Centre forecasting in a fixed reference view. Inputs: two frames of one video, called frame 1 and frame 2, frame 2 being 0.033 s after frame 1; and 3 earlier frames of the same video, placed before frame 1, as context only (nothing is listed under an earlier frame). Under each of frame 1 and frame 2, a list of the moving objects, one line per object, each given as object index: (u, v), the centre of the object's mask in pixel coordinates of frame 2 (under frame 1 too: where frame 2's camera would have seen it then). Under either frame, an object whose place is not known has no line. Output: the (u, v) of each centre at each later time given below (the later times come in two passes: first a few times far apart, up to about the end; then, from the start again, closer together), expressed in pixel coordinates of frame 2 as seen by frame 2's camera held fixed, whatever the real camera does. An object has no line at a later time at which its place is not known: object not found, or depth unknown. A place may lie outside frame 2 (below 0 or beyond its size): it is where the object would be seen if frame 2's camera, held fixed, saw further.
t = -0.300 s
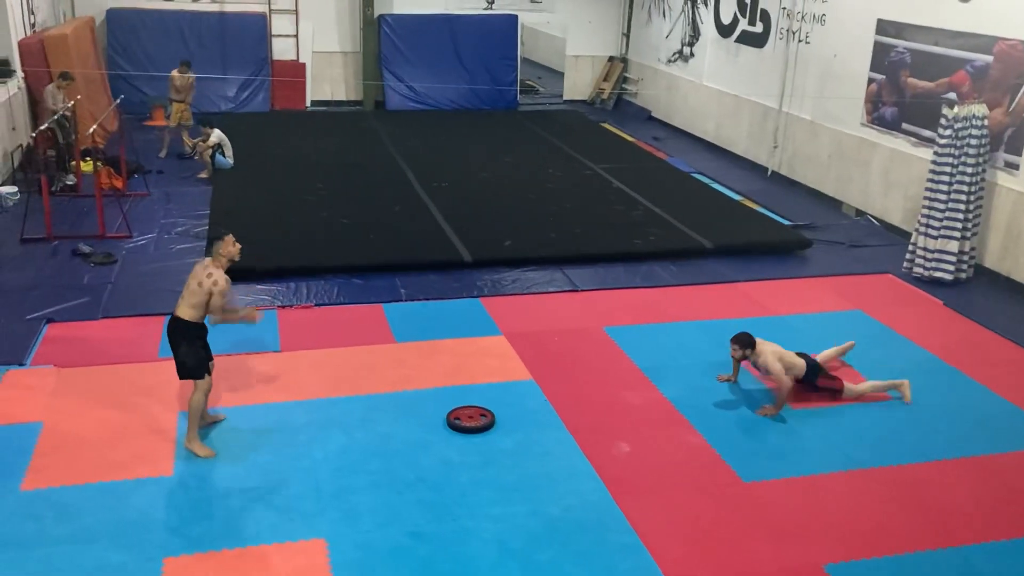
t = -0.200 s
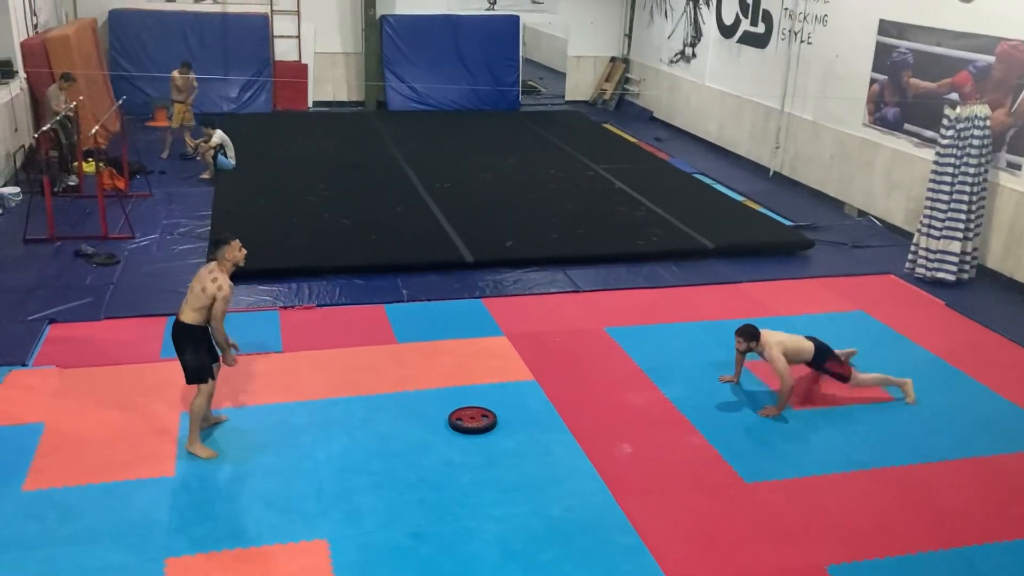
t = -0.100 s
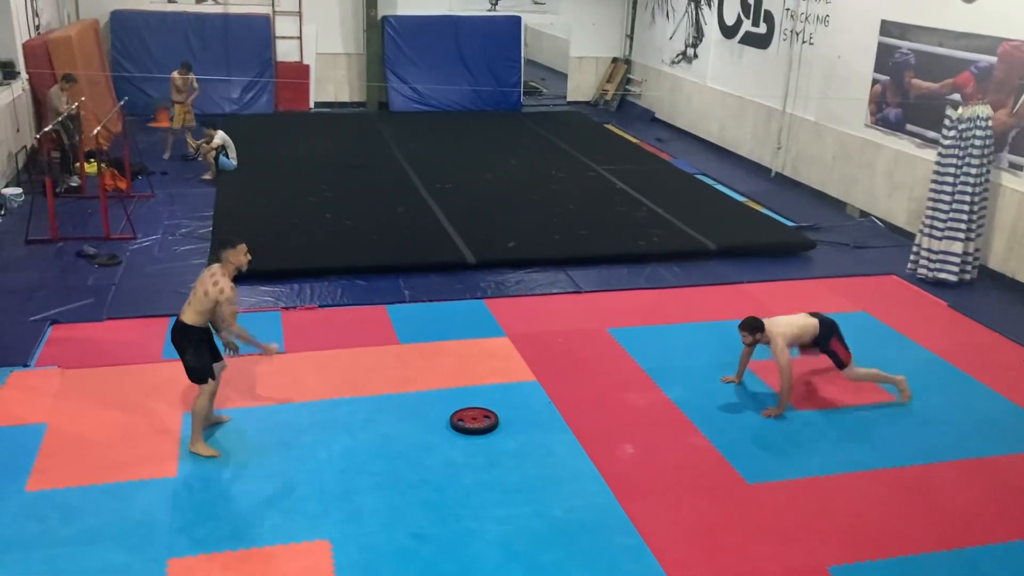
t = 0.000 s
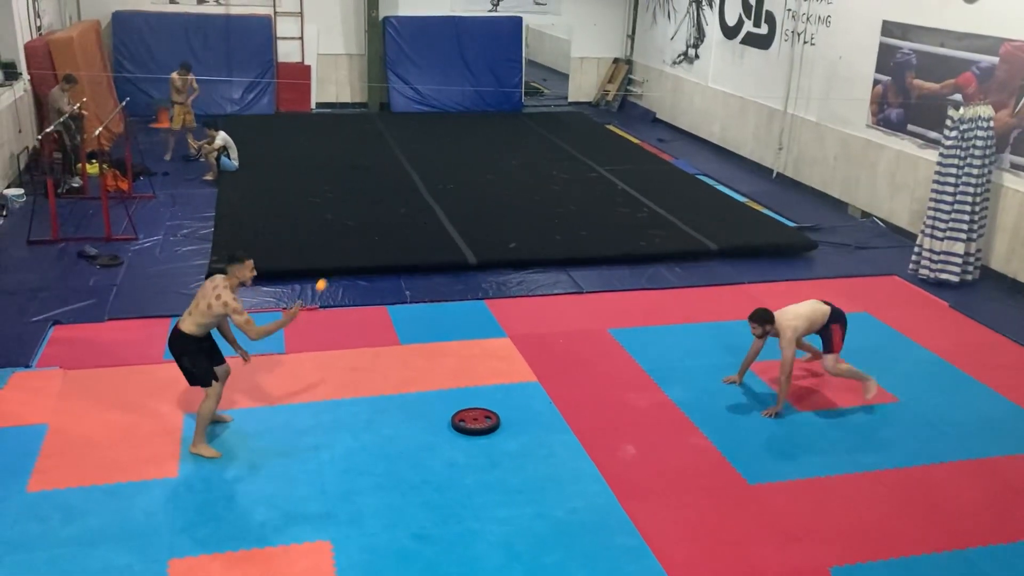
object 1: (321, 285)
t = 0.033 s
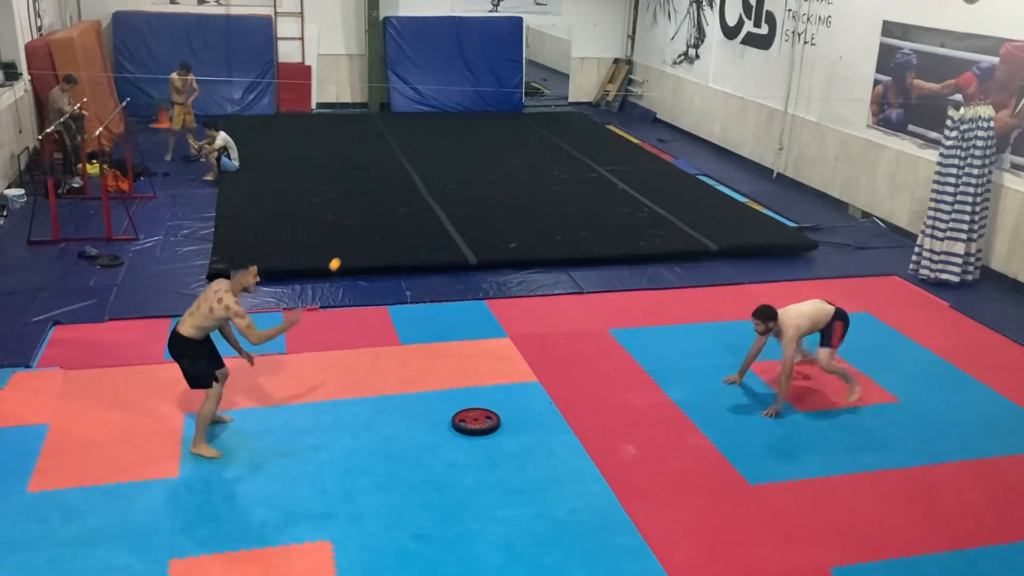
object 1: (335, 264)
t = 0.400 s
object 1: (485, 121)
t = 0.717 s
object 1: (607, 140)
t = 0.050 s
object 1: (341, 254)
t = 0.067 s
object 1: (348, 244)
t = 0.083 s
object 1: (355, 235)
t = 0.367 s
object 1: (471, 127)
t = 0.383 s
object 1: (478, 124)
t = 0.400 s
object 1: (485, 121)
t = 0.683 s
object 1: (595, 132)
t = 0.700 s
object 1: (601, 136)
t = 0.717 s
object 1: (607, 140)
